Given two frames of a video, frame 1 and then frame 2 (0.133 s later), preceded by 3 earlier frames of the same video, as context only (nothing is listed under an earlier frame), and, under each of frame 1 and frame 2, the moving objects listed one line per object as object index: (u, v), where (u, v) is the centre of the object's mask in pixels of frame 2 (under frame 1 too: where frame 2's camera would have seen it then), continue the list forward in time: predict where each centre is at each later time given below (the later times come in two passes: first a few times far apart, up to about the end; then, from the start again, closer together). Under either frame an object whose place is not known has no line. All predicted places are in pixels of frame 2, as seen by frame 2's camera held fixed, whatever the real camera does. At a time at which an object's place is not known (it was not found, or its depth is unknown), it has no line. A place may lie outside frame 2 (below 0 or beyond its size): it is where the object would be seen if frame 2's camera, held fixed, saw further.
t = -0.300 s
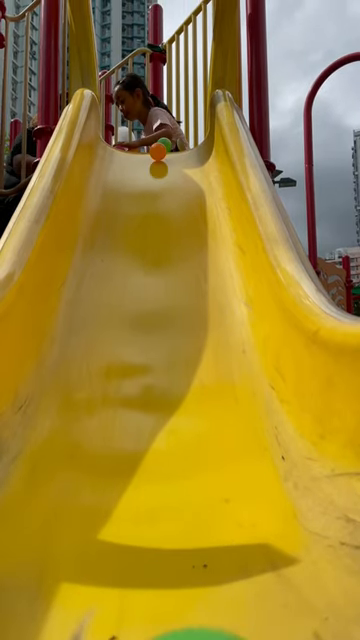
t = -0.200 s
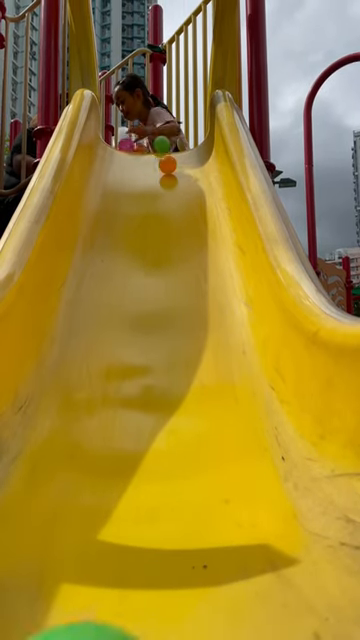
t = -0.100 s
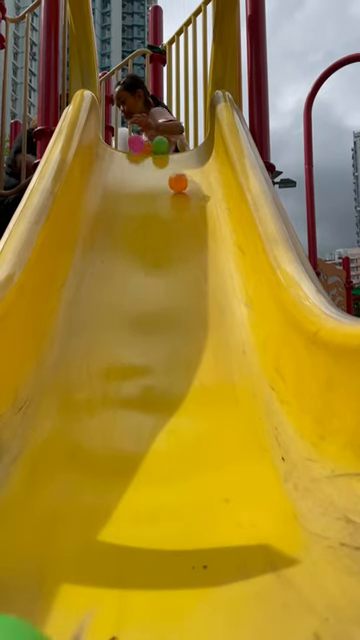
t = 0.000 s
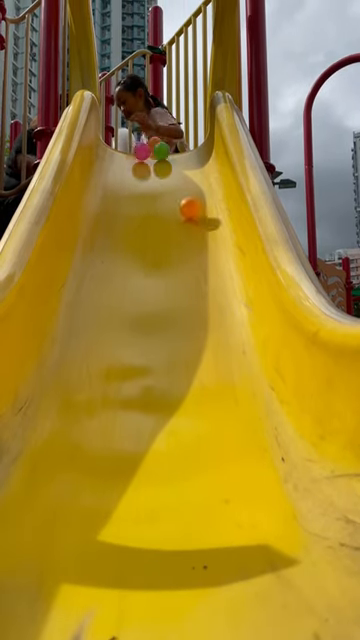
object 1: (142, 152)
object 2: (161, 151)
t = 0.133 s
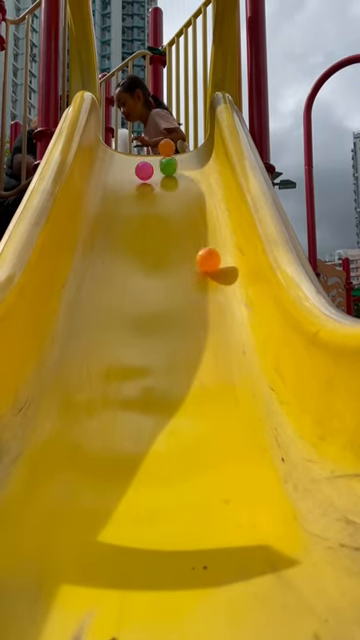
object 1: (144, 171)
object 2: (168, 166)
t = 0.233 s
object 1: (146, 194)
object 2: (173, 183)
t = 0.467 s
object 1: (151, 282)
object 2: (185, 258)
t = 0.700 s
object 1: (151, 453)
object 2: (206, 416)
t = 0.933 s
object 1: (210, 600)
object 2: (173, 535)
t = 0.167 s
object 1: (145, 177)
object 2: (170, 171)
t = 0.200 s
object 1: (146, 186)
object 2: (172, 176)
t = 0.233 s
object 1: (146, 194)
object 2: (173, 183)
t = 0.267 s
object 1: (147, 203)
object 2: (175, 190)
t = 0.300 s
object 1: (147, 212)
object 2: (177, 198)
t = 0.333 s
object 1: (148, 223)
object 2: (179, 208)
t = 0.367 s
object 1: (148, 234)
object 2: (180, 219)
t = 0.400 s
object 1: (149, 249)
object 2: (182, 230)
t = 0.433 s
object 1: (150, 264)
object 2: (183, 242)
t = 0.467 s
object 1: (151, 282)
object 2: (185, 258)
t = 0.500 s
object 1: (152, 301)
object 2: (188, 275)
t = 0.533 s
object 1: (152, 329)
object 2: (190, 293)
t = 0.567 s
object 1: (152, 352)
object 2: (193, 316)
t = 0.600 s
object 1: (153, 378)
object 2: (196, 340)
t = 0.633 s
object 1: (153, 406)
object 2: (199, 364)
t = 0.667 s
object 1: (154, 434)
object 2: (202, 389)
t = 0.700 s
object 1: (151, 453)
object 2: (206, 416)
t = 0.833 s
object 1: (154, 551)
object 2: (207, 513)
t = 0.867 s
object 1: (168, 568)
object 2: (208, 524)
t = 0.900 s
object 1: (192, 576)
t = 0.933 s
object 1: (210, 600)
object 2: (173, 535)
